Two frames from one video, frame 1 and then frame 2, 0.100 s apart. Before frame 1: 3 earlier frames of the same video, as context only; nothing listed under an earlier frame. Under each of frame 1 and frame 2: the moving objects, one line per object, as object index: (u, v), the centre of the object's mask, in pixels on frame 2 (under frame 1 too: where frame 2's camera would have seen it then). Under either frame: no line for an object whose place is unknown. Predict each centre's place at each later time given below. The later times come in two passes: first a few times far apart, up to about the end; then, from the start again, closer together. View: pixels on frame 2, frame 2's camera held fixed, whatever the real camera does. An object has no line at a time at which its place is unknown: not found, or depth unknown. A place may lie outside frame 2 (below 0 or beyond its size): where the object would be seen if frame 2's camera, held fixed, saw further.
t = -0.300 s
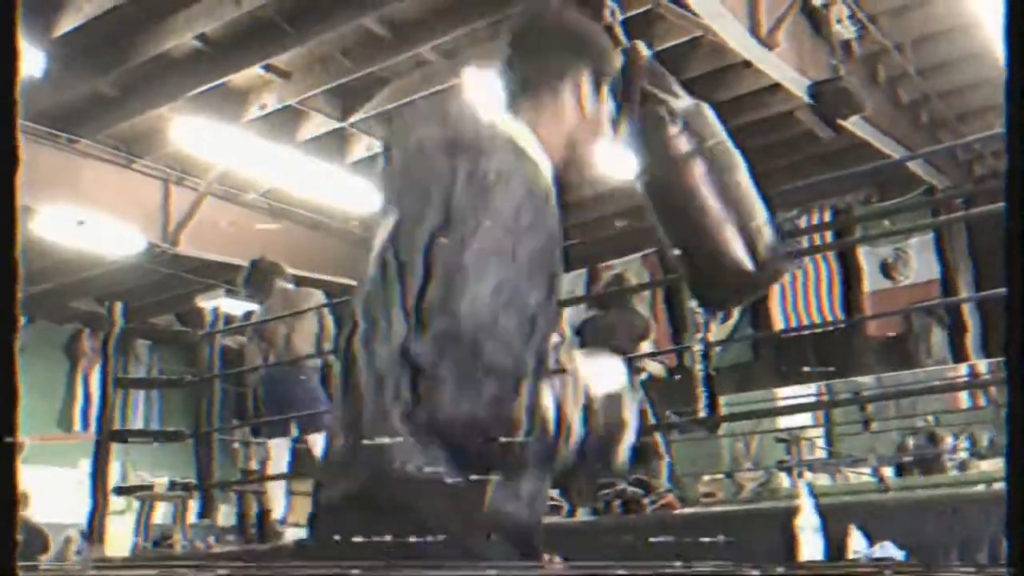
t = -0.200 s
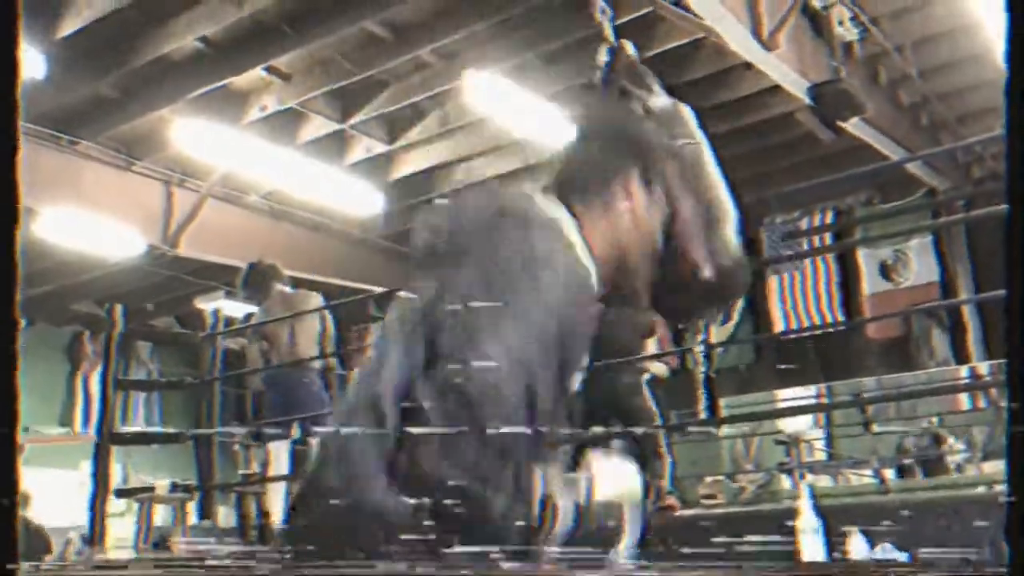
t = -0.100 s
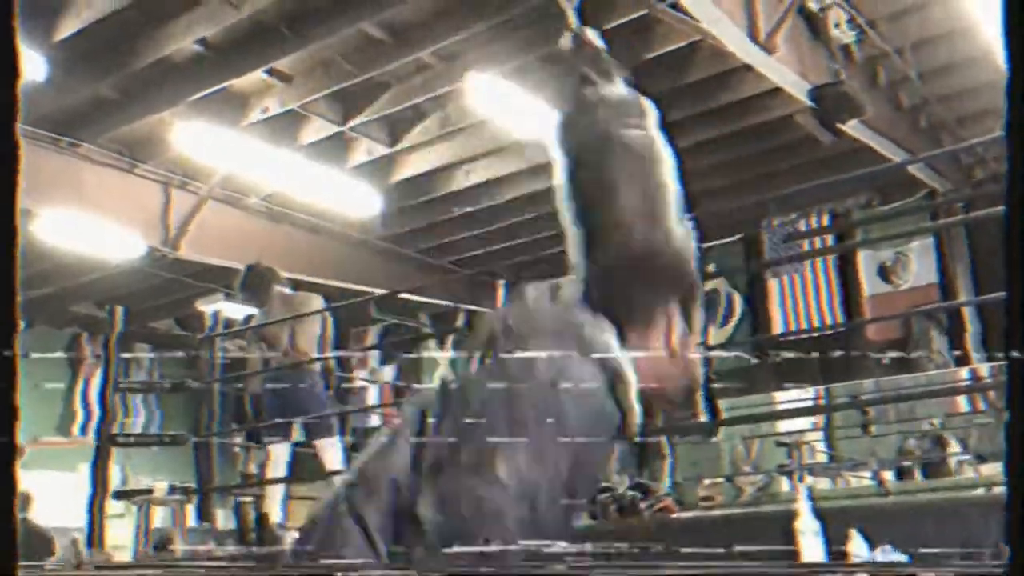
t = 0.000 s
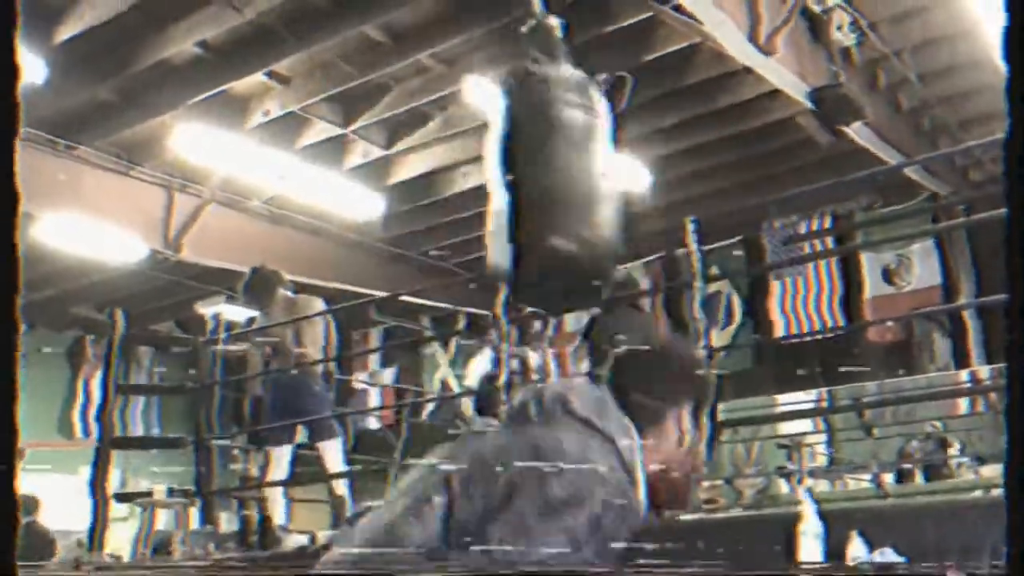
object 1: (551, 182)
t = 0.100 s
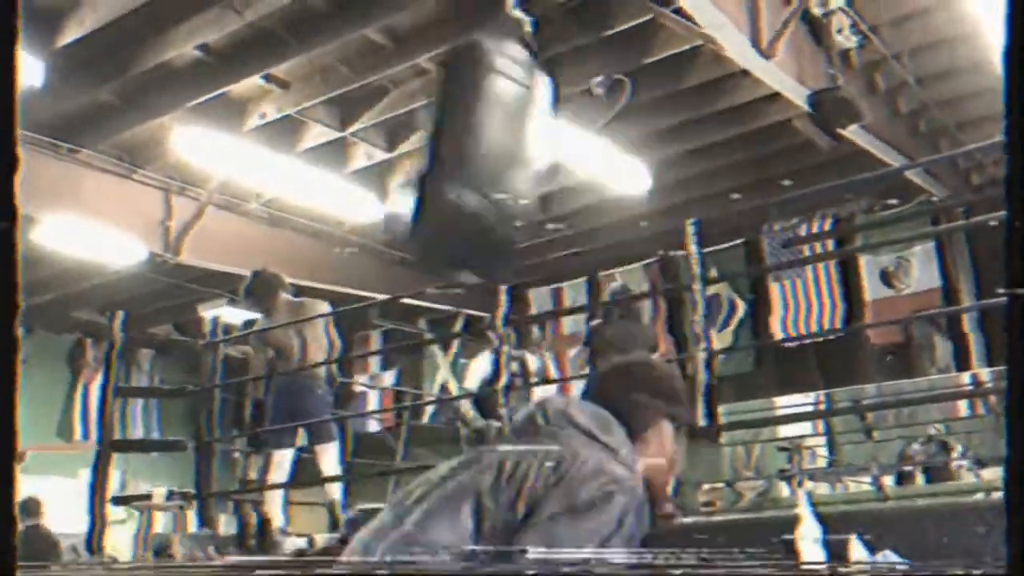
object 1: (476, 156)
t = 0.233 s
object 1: (388, 112)
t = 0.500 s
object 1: (308, 102)
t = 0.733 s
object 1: (381, 192)
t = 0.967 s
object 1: (526, 247)
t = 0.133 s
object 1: (459, 140)
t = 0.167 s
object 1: (434, 130)
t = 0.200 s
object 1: (410, 119)
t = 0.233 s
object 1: (388, 112)
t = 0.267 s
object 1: (369, 105)
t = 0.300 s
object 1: (352, 102)
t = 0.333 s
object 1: (338, 100)
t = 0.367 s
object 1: (326, 93)
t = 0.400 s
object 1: (318, 91)
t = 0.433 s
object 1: (311, 94)
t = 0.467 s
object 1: (308, 96)
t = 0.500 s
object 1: (308, 102)
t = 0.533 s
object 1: (310, 114)
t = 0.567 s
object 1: (316, 123)
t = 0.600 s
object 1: (324, 135)
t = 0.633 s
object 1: (335, 149)
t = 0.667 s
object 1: (349, 162)
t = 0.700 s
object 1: (364, 175)
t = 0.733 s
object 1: (381, 192)
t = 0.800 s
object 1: (420, 215)
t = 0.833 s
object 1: (442, 228)
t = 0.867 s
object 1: (455, 236)
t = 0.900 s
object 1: (477, 238)
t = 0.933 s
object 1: (501, 245)
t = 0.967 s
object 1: (526, 247)
